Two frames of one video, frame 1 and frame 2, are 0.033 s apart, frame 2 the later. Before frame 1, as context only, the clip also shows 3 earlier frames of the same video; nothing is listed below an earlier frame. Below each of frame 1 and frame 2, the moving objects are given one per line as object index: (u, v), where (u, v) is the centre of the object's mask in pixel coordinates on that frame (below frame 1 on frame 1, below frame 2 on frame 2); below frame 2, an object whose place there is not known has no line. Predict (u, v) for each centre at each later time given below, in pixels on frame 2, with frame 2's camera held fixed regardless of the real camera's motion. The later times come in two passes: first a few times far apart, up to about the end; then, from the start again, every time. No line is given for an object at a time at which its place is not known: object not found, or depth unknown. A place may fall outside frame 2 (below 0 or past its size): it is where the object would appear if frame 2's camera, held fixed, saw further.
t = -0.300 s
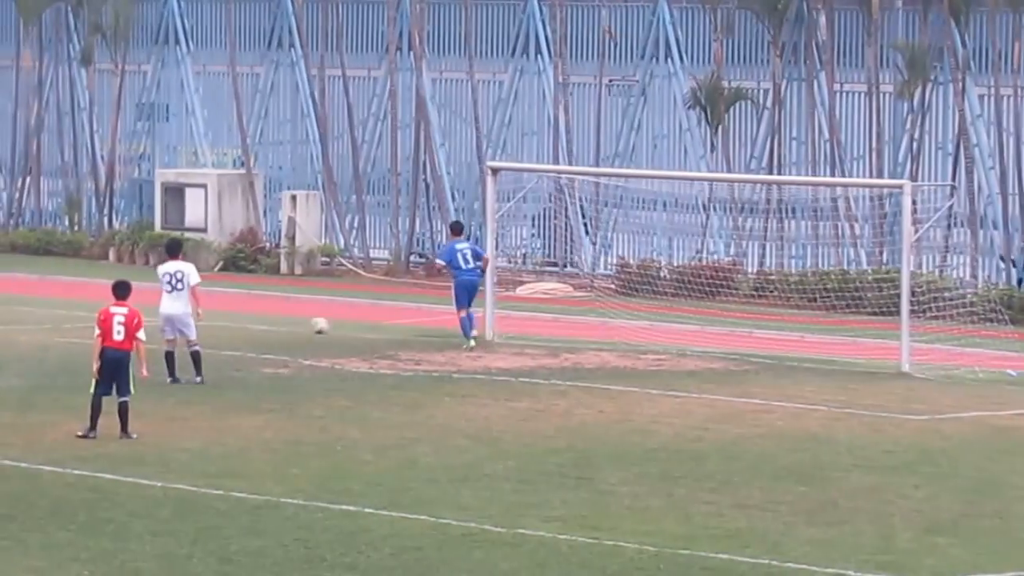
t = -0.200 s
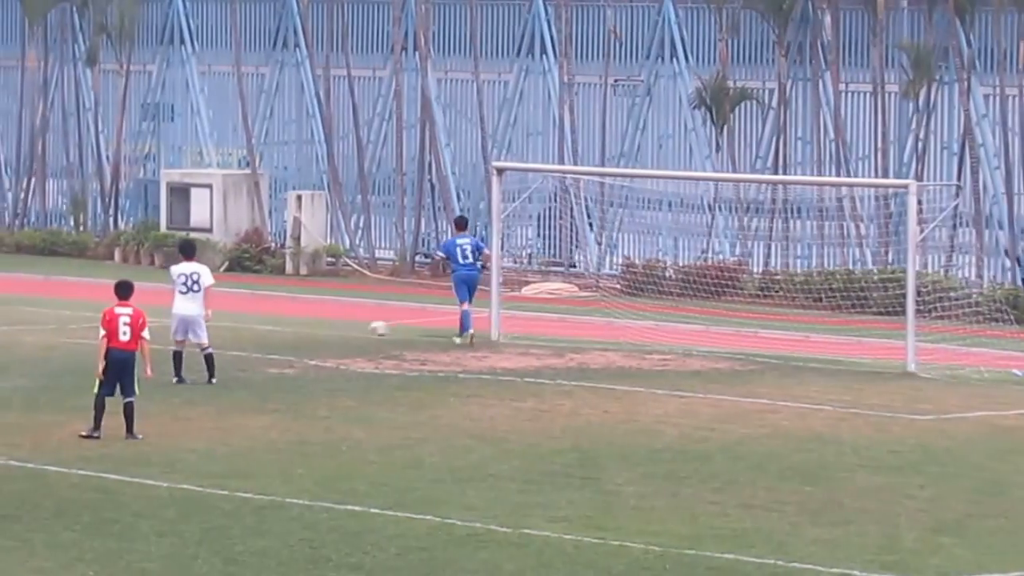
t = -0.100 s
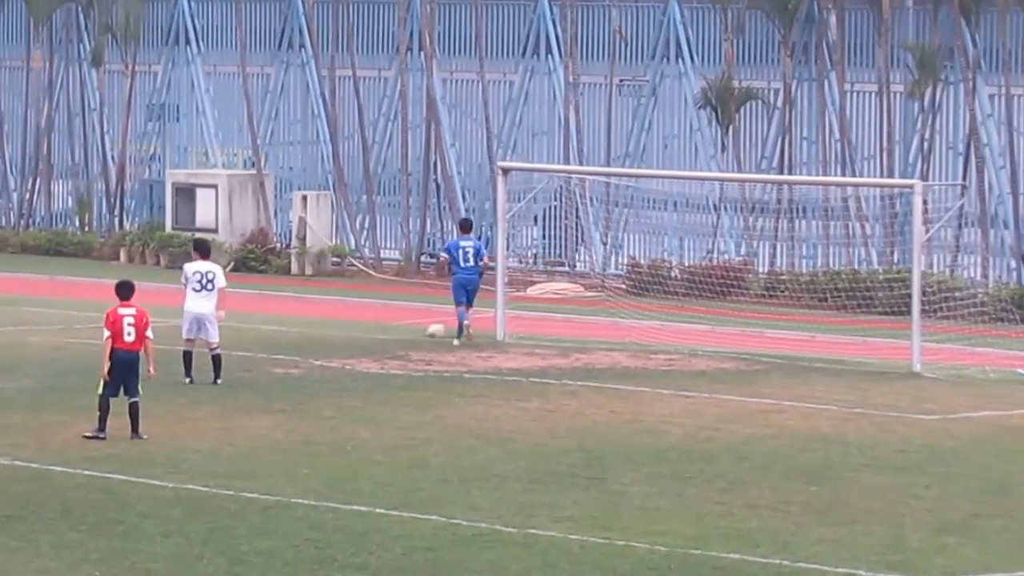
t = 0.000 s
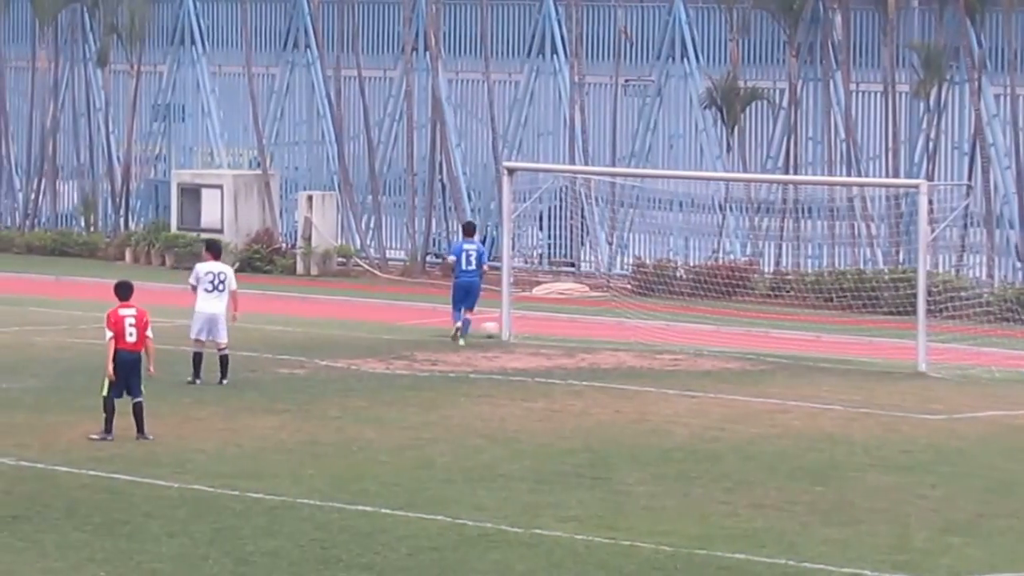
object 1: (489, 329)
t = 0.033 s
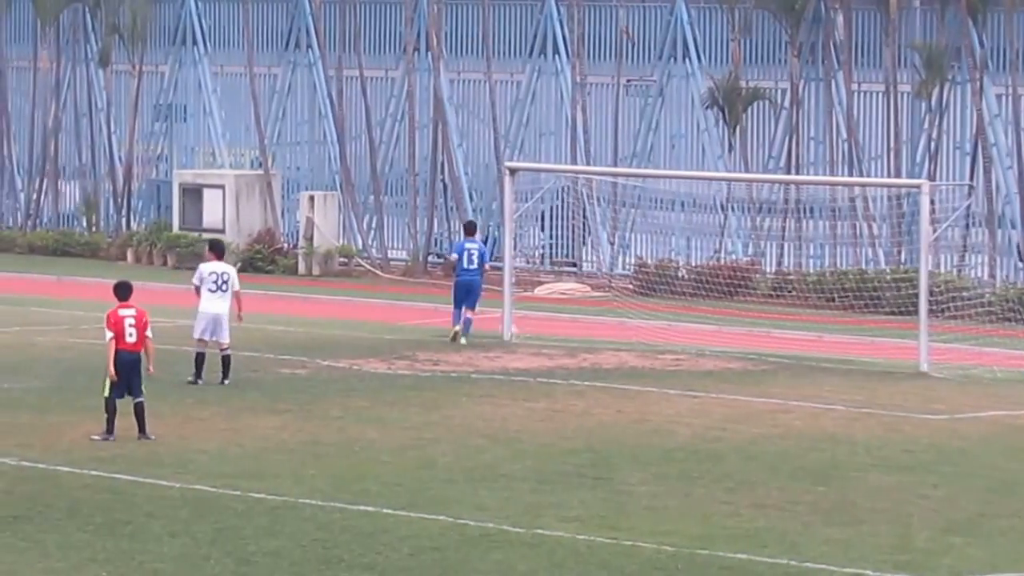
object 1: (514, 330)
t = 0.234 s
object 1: (598, 329)
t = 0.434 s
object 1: (684, 322)
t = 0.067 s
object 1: (523, 330)
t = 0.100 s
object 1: (539, 329)
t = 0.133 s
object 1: (556, 328)
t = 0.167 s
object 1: (569, 328)
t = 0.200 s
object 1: (585, 328)
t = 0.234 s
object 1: (598, 329)
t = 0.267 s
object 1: (613, 331)
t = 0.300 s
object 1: (628, 335)
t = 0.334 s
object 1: (641, 331)
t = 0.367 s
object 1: (655, 327)
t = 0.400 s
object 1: (670, 323)
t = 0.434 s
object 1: (684, 322)
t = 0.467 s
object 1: (697, 321)
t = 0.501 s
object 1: (711, 320)
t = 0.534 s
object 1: (724, 321)
